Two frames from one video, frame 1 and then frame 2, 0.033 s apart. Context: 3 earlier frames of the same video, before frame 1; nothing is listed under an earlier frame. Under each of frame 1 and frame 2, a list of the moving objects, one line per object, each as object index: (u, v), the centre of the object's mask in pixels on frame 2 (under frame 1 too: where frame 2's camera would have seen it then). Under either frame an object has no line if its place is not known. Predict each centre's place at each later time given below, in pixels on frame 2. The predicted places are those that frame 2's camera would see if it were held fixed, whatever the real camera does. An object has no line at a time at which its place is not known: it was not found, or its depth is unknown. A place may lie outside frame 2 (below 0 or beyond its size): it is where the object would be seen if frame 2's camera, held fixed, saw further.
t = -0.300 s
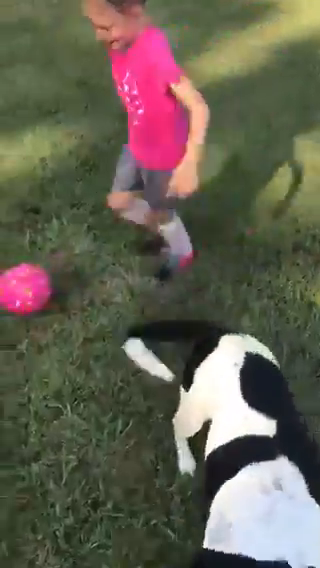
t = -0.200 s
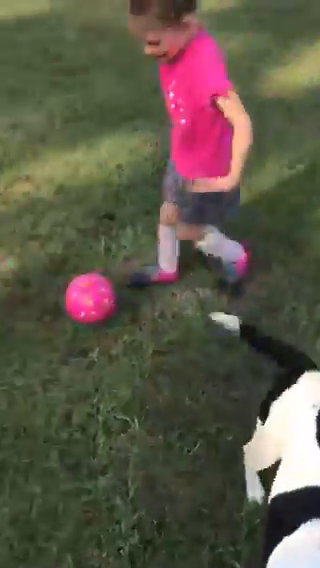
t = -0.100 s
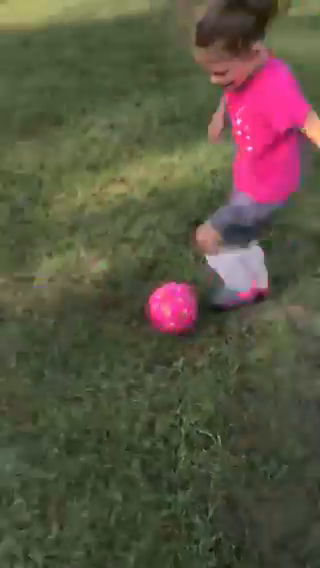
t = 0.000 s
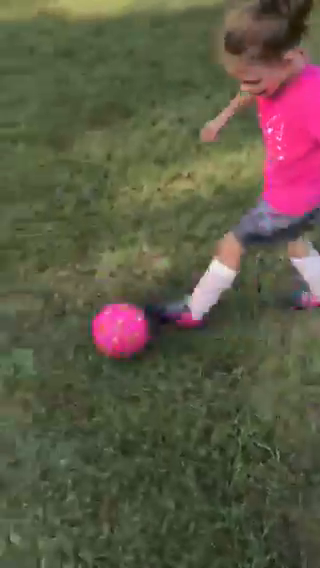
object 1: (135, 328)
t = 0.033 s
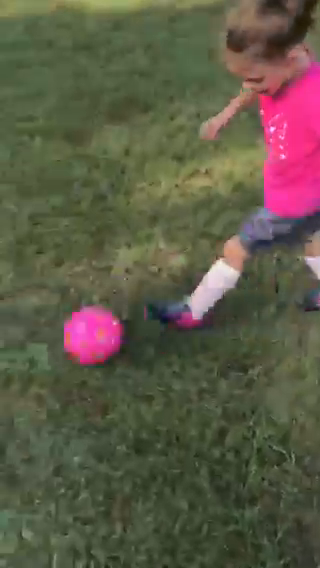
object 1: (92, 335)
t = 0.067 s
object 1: (50, 343)
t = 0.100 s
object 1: (11, 348)
